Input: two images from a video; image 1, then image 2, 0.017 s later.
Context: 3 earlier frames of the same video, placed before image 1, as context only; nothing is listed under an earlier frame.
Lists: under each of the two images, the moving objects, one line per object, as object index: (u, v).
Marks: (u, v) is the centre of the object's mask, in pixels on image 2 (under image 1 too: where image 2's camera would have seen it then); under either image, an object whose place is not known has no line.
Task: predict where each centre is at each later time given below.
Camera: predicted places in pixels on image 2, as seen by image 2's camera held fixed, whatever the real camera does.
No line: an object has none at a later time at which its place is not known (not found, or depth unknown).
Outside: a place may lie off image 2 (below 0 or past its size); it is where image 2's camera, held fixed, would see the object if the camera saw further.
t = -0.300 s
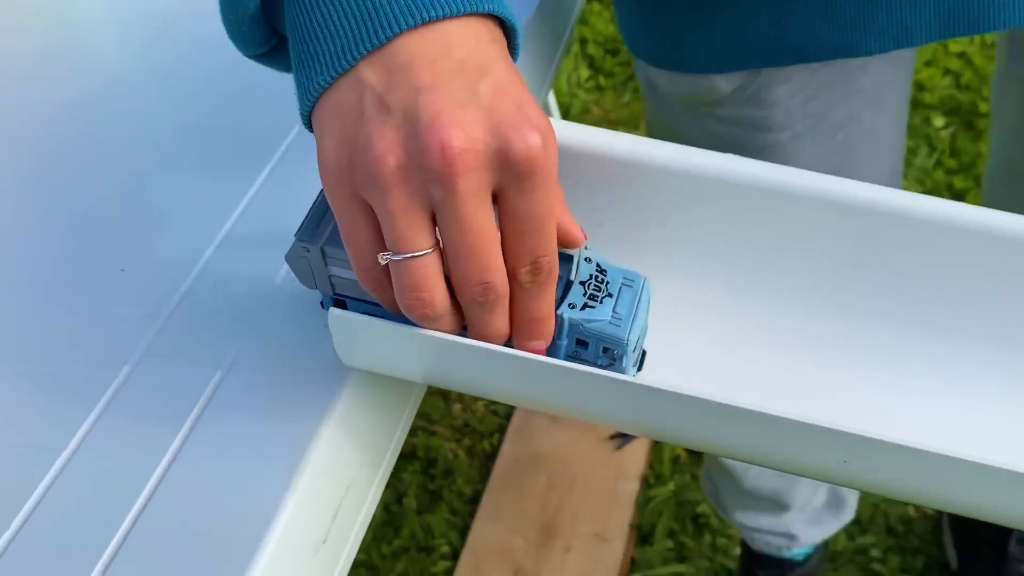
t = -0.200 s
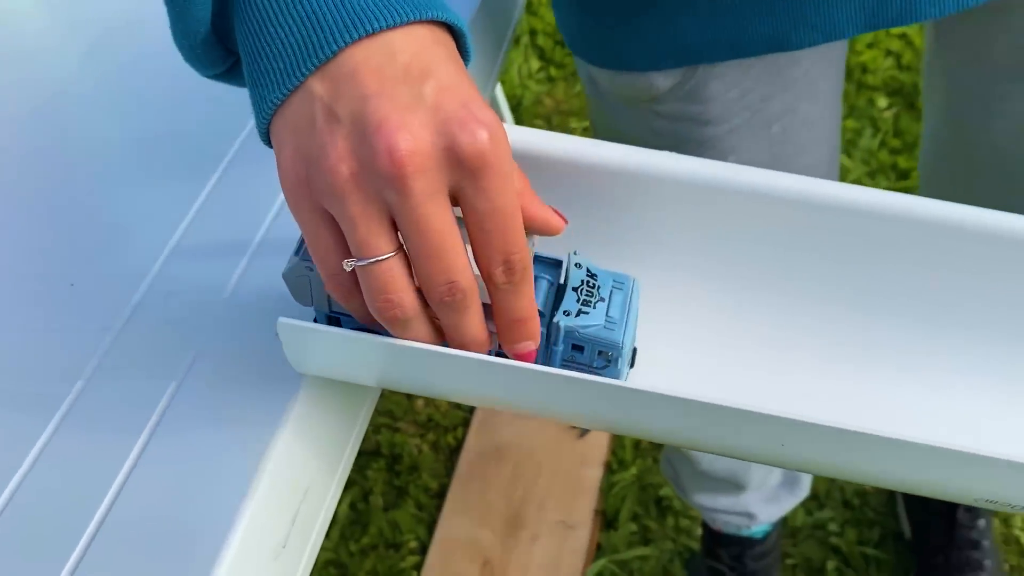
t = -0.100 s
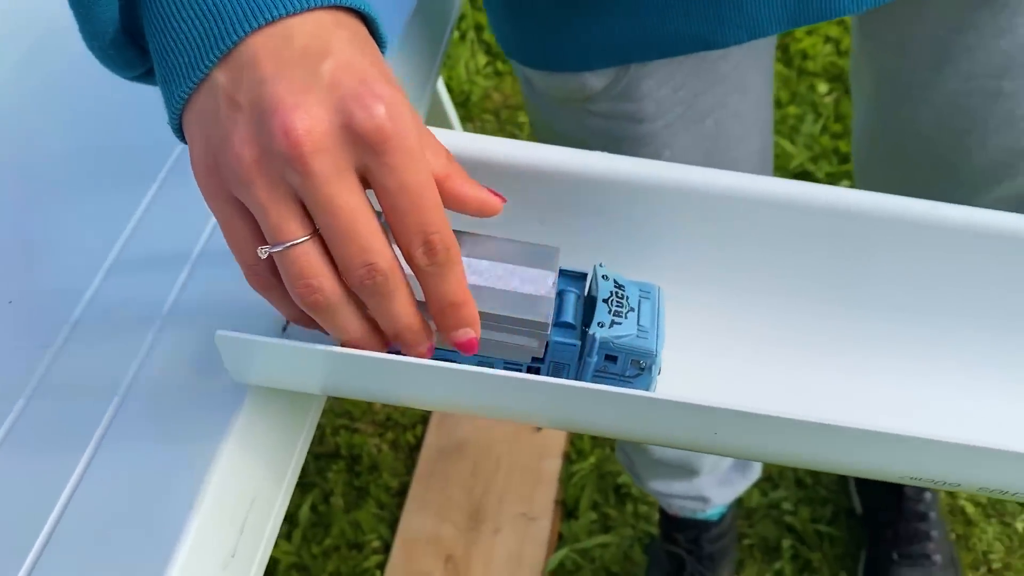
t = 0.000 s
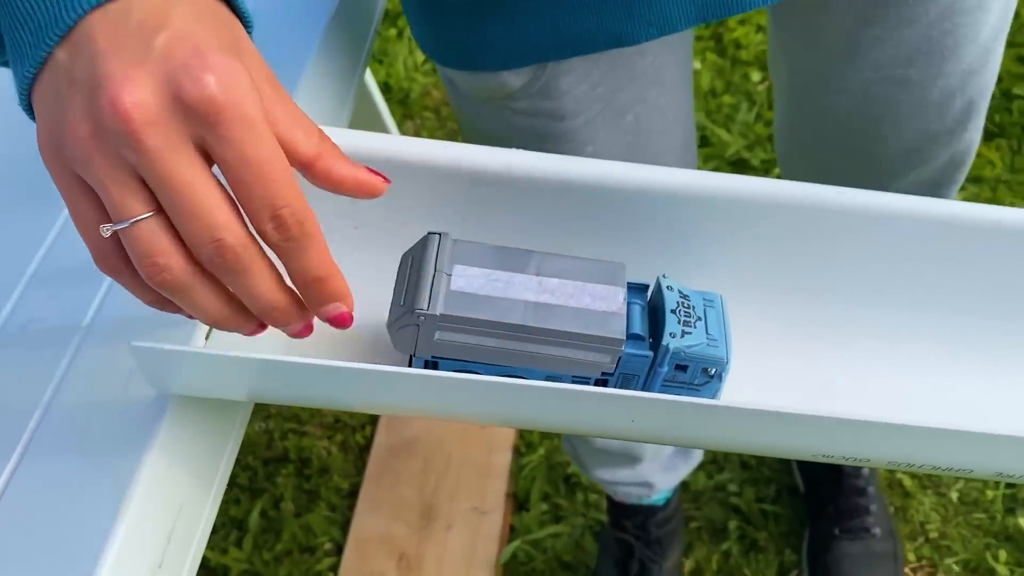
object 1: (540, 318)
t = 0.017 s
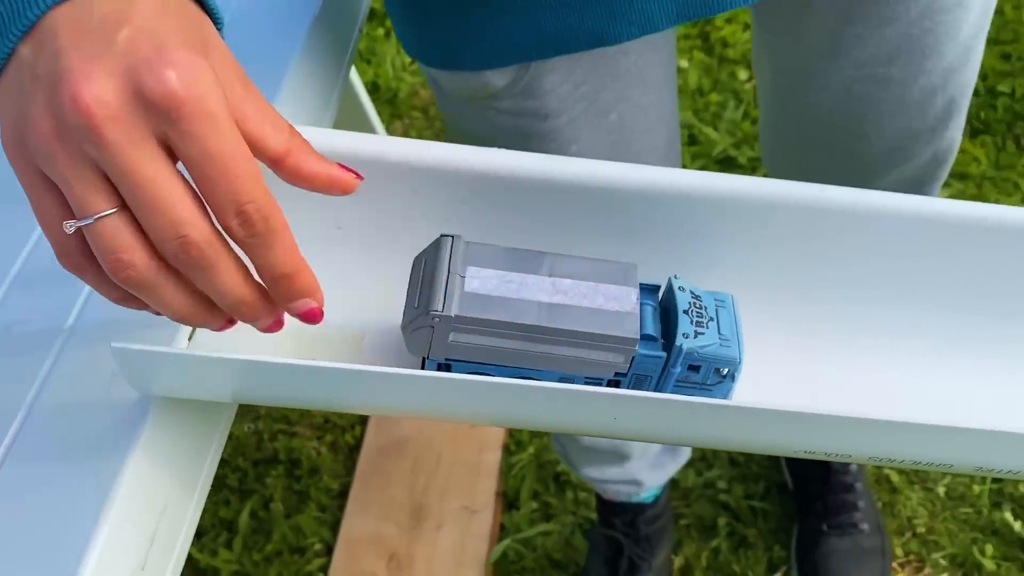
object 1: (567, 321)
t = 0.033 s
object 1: (596, 324)
